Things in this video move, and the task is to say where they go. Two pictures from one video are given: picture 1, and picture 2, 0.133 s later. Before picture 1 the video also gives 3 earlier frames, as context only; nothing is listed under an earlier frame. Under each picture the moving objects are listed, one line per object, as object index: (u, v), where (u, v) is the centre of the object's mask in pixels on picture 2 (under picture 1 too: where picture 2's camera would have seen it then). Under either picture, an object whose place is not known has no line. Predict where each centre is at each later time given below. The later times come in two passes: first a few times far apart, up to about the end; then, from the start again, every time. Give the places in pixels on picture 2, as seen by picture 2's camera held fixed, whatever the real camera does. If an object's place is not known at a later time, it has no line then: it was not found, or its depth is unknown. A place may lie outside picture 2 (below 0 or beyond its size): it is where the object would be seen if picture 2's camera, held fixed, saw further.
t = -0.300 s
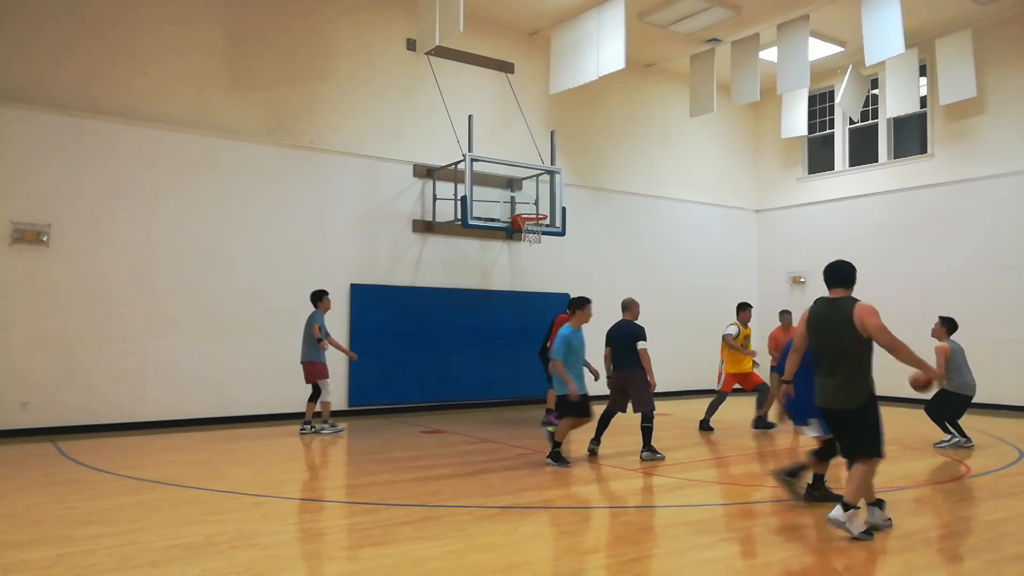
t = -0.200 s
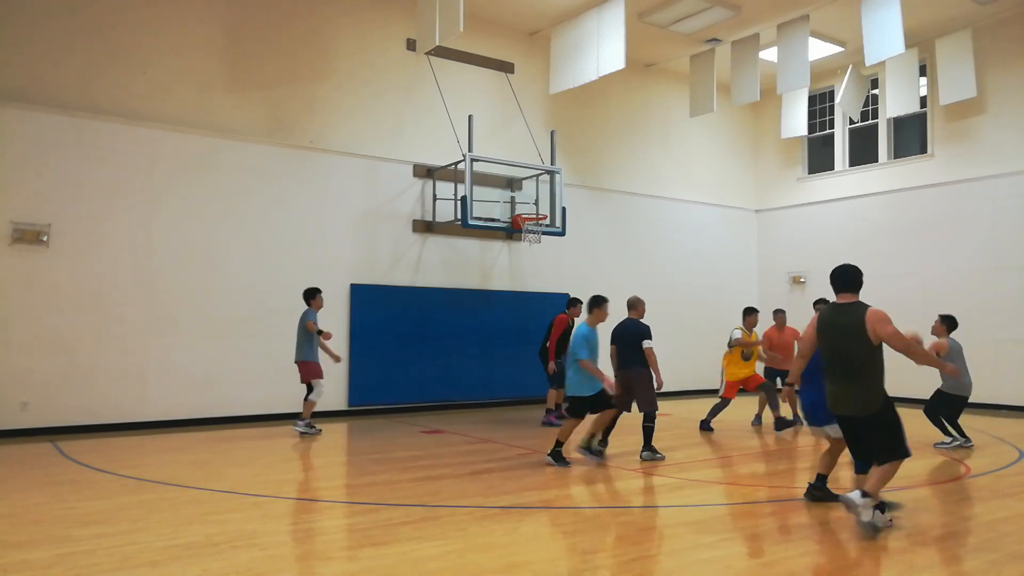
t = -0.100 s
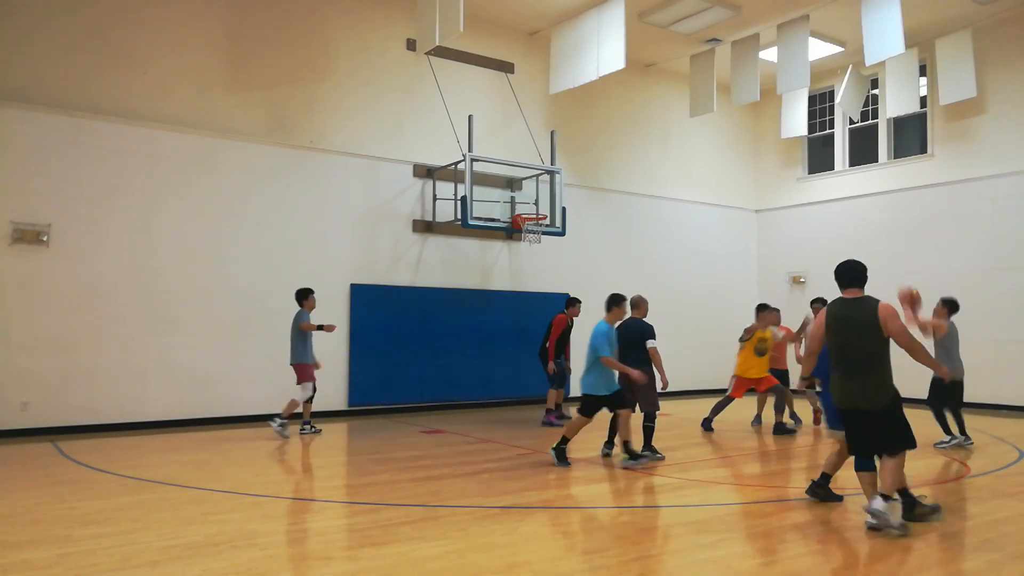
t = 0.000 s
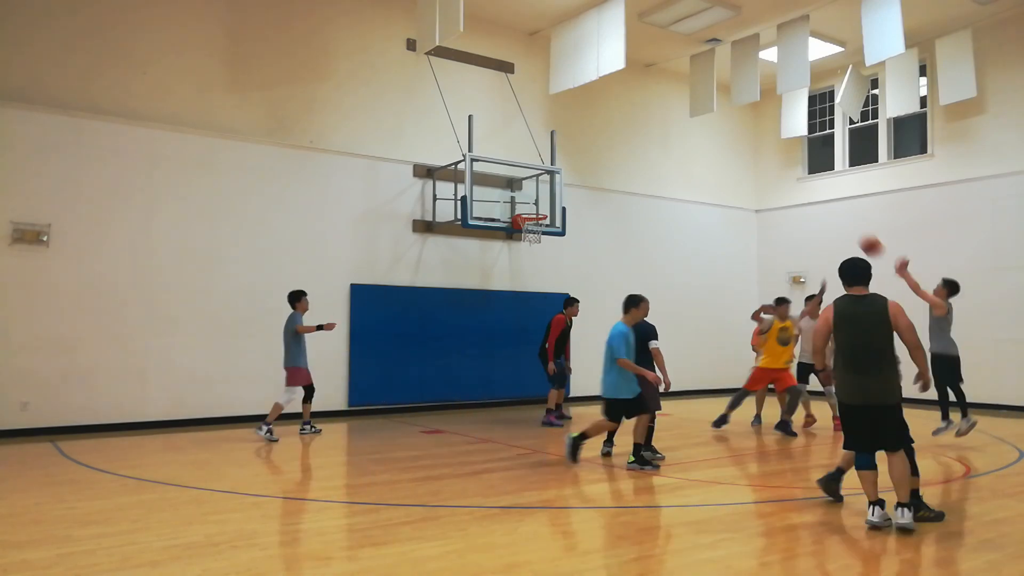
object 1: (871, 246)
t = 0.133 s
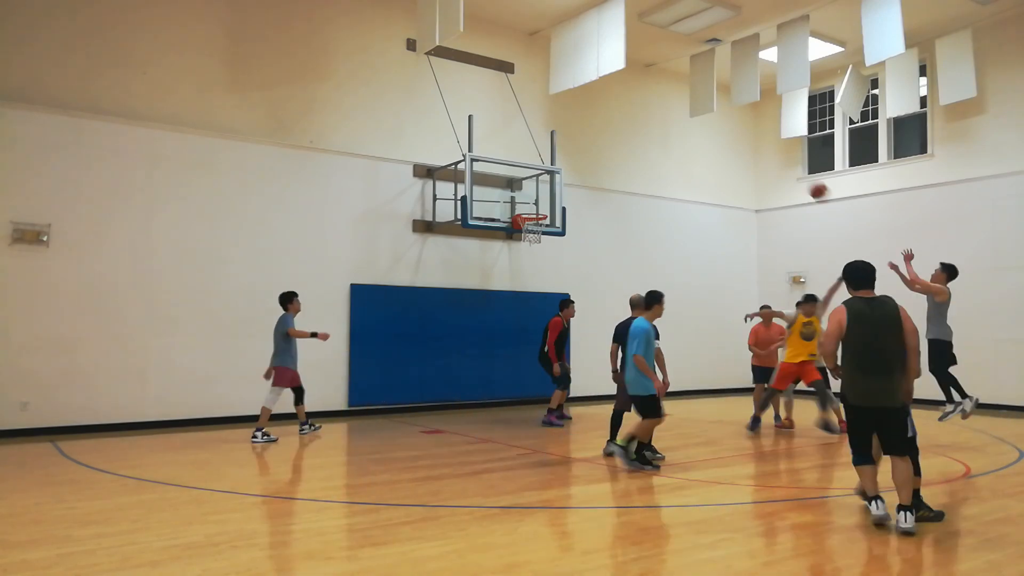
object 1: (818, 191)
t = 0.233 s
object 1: (782, 160)
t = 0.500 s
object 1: (695, 119)
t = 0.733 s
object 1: (627, 125)
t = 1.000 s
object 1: (557, 172)
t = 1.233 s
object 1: (536, 207)
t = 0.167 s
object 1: (805, 179)
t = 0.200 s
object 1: (793, 169)
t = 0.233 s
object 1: (782, 160)
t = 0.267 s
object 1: (770, 152)
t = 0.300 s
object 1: (759, 145)
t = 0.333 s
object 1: (748, 139)
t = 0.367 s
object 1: (737, 133)
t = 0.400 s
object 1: (726, 128)
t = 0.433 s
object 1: (716, 125)
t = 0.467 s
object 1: (705, 122)
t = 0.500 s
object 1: (695, 119)
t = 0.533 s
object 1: (685, 118)
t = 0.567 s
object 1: (675, 117)
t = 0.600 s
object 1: (665, 117)
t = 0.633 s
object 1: (655, 118)
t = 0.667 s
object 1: (646, 120)
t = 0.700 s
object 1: (636, 122)
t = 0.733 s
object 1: (627, 125)
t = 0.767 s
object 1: (618, 129)
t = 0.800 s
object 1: (608, 133)
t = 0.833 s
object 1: (600, 138)
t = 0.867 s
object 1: (591, 144)
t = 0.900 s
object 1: (582, 150)
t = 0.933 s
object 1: (574, 156)
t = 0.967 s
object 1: (566, 164)
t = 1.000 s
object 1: (557, 172)
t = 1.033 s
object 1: (548, 180)
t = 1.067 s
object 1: (540, 189)
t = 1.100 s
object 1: (532, 200)
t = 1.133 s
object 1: (525, 210)
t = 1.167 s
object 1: (531, 212)
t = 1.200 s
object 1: (540, 213)
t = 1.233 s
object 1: (536, 207)
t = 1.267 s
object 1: (531, 201)
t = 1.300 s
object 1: (526, 196)
